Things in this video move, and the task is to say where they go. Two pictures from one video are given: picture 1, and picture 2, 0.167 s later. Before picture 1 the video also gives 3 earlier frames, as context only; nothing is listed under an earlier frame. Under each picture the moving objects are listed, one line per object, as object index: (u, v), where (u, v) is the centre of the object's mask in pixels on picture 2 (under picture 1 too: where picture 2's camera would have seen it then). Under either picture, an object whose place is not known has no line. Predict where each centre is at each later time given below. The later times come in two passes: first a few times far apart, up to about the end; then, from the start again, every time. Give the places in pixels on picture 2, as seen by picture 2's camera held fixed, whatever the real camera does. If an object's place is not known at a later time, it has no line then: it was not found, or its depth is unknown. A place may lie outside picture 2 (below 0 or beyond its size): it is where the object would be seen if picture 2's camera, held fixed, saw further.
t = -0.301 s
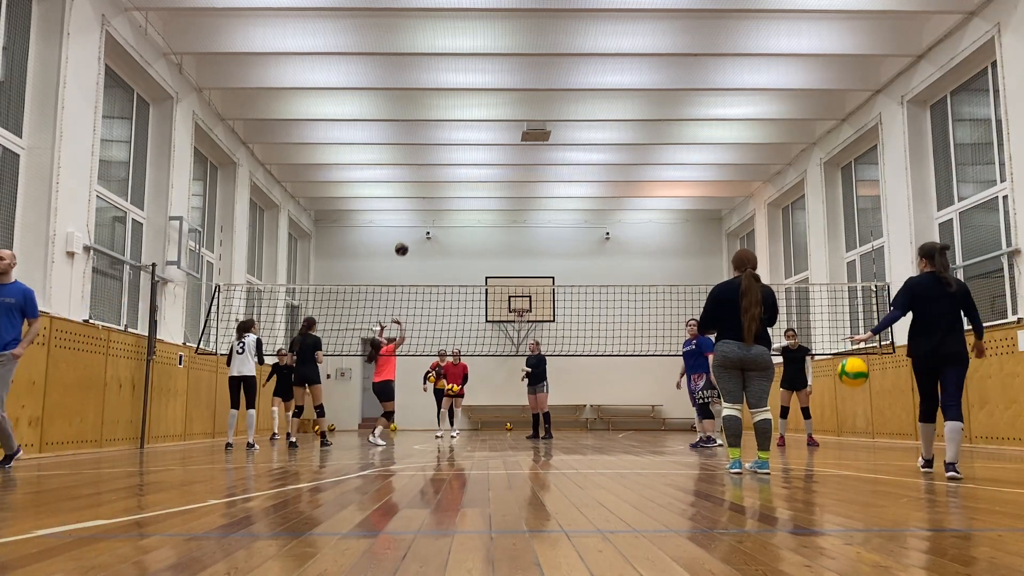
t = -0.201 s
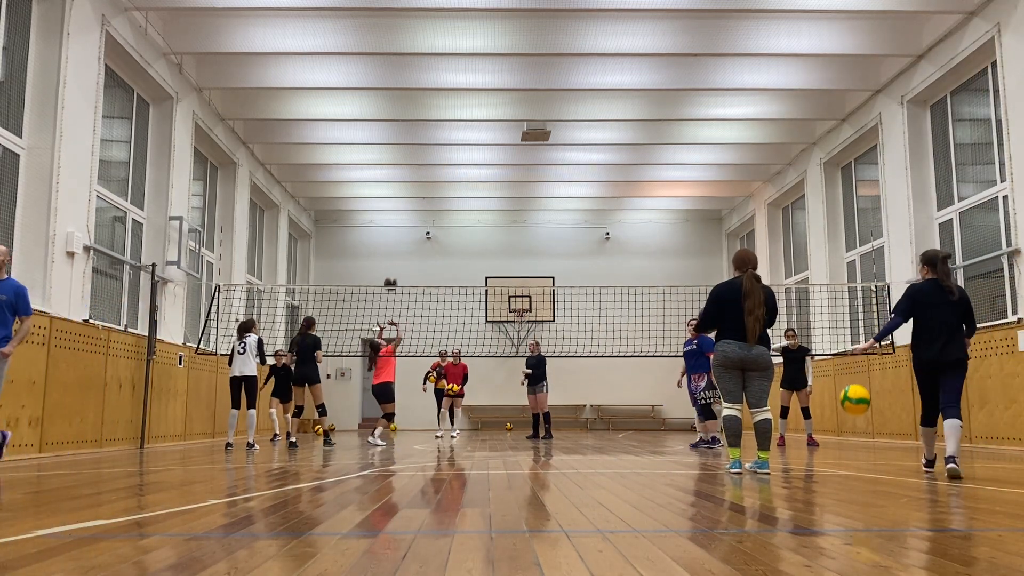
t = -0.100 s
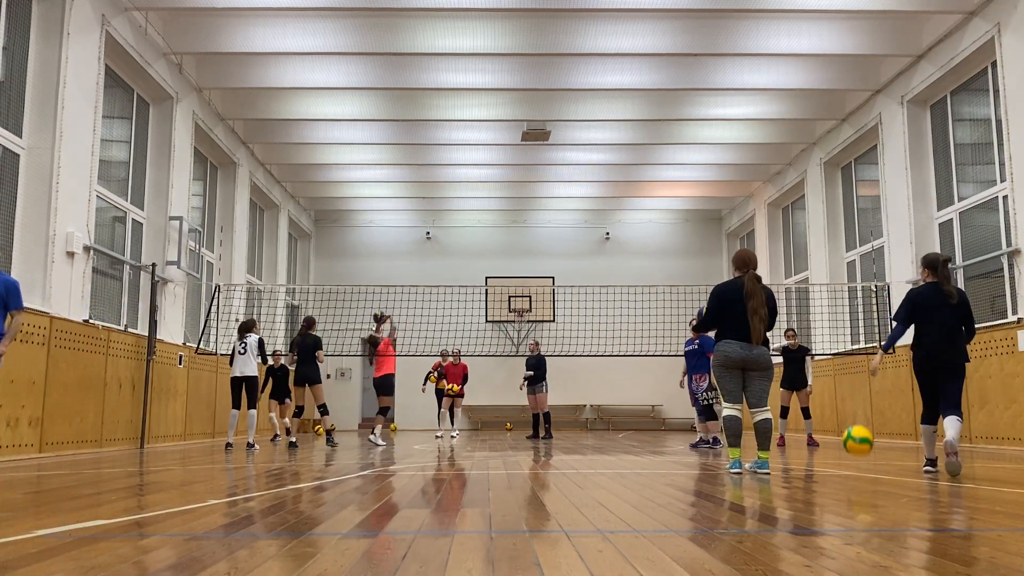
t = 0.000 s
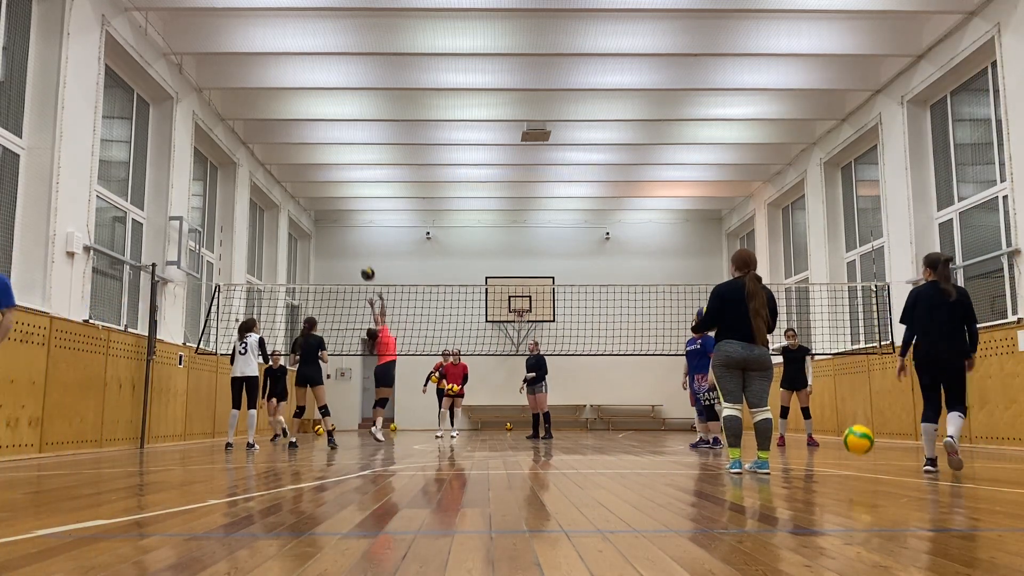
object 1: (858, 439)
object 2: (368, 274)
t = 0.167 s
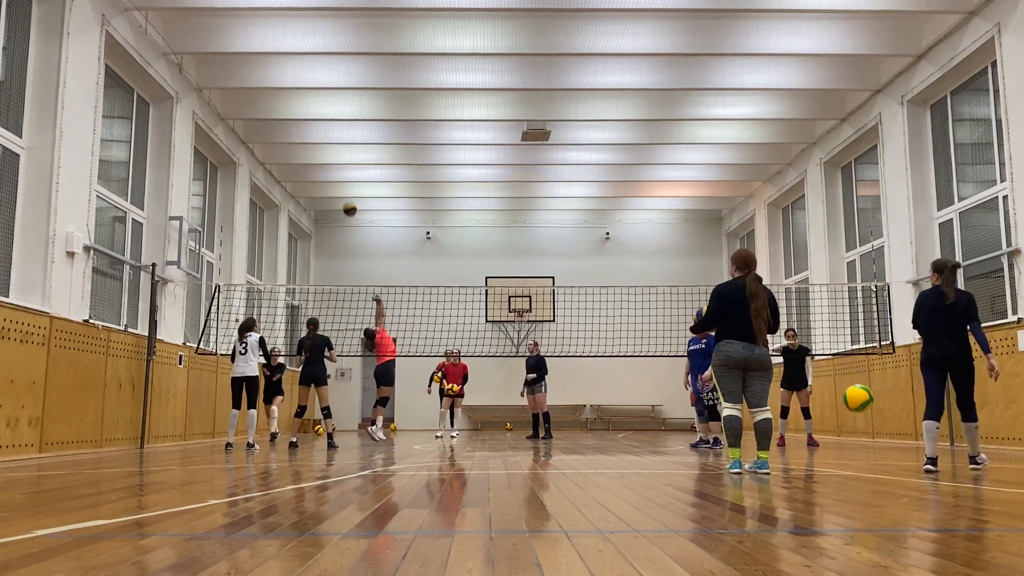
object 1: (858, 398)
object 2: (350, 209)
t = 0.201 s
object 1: (858, 394)
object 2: (346, 199)
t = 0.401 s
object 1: (861, 403)
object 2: (324, 153)
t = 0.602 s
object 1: (866, 457)
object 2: (301, 132)
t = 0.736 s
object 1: (867, 424)
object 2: (286, 133)
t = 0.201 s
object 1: (858, 394)
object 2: (346, 199)
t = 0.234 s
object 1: (858, 393)
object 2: (342, 189)
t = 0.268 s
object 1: (859, 392)
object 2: (339, 181)
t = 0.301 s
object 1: (859, 392)
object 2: (335, 173)
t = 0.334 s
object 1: (860, 395)
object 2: (331, 165)
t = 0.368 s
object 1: (860, 398)
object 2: (327, 158)
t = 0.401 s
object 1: (861, 403)
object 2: (324, 153)
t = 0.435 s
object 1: (862, 410)
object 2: (319, 147)
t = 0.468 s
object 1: (862, 418)
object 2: (316, 143)
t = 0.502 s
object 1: (863, 427)
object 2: (312, 139)
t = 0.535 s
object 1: (864, 438)
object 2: (308, 136)
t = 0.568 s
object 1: (865, 450)
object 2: (305, 134)
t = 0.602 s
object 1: (866, 457)
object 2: (301, 132)
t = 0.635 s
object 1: (866, 447)
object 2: (297, 132)
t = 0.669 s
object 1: (866, 438)
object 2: (293, 131)
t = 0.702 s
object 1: (866, 430)
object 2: (289, 132)
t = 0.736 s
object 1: (867, 424)
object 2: (286, 133)
